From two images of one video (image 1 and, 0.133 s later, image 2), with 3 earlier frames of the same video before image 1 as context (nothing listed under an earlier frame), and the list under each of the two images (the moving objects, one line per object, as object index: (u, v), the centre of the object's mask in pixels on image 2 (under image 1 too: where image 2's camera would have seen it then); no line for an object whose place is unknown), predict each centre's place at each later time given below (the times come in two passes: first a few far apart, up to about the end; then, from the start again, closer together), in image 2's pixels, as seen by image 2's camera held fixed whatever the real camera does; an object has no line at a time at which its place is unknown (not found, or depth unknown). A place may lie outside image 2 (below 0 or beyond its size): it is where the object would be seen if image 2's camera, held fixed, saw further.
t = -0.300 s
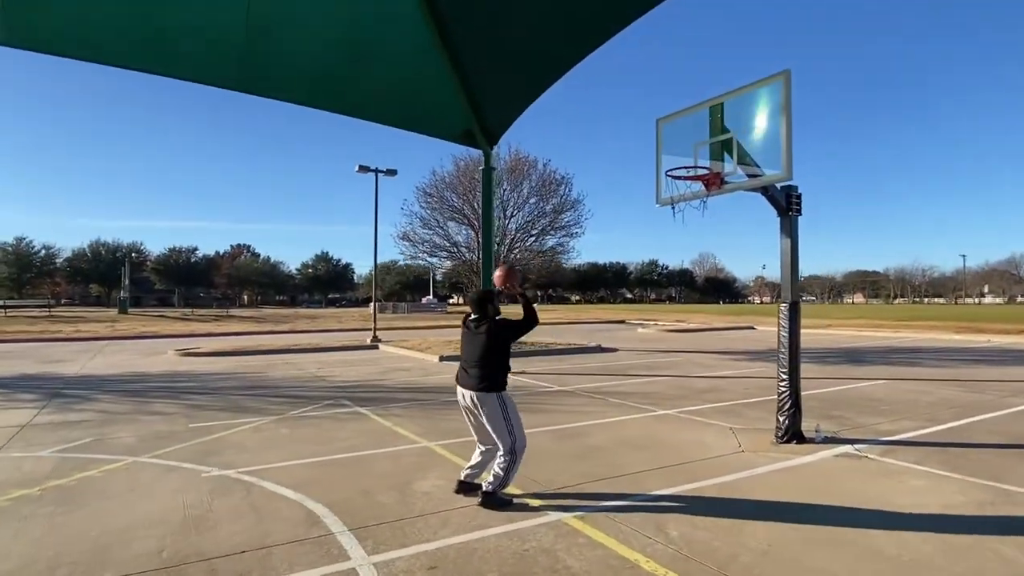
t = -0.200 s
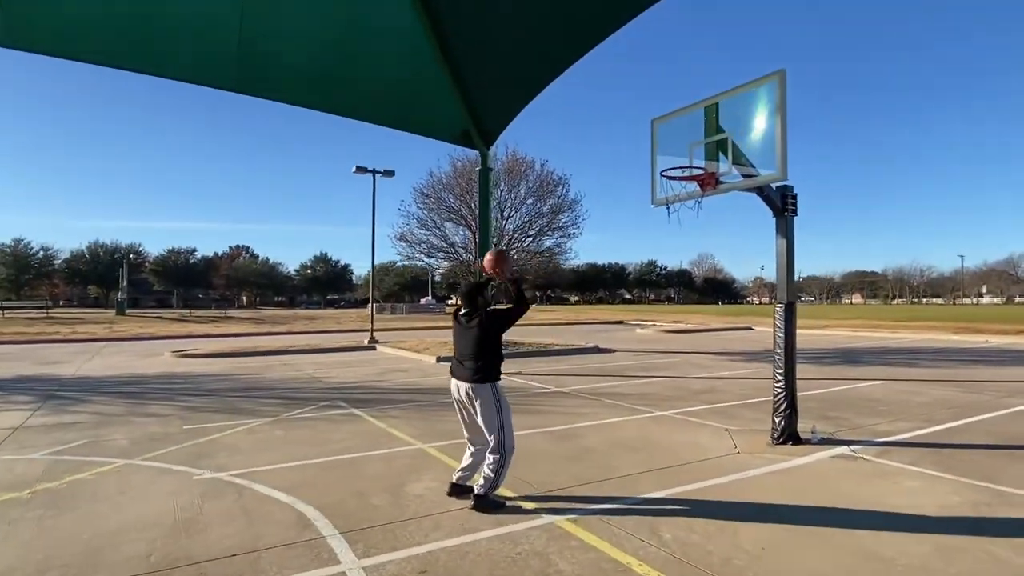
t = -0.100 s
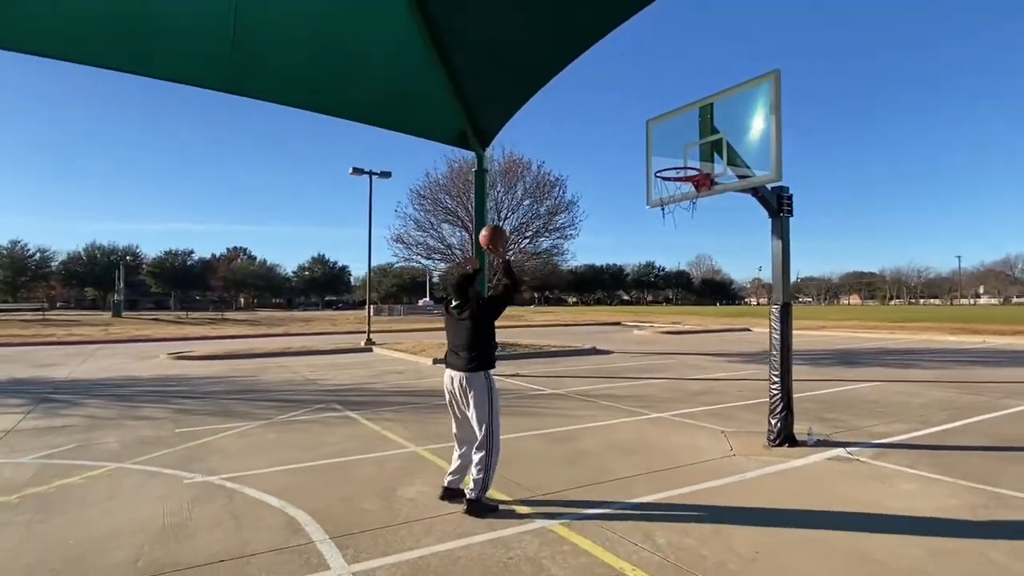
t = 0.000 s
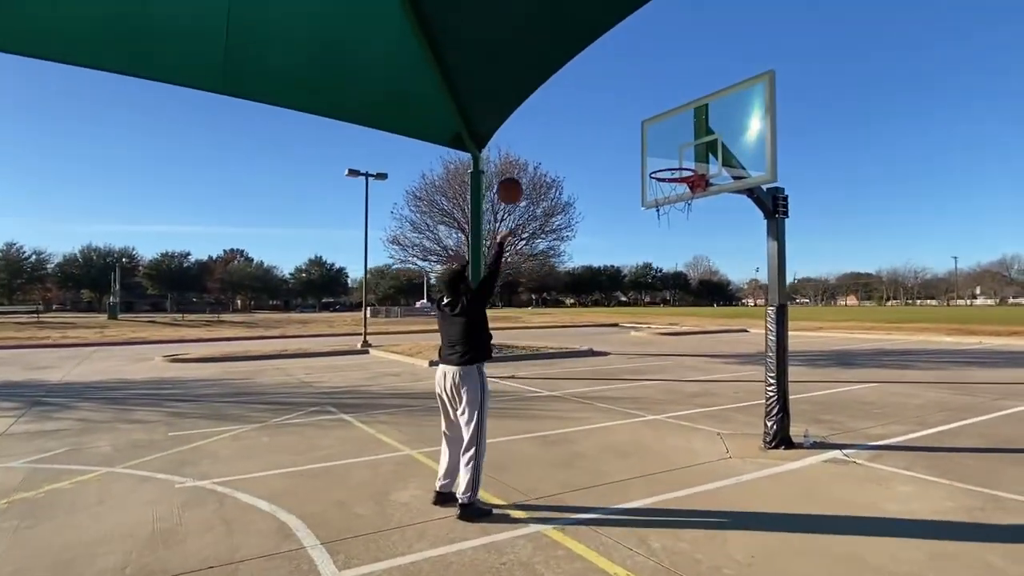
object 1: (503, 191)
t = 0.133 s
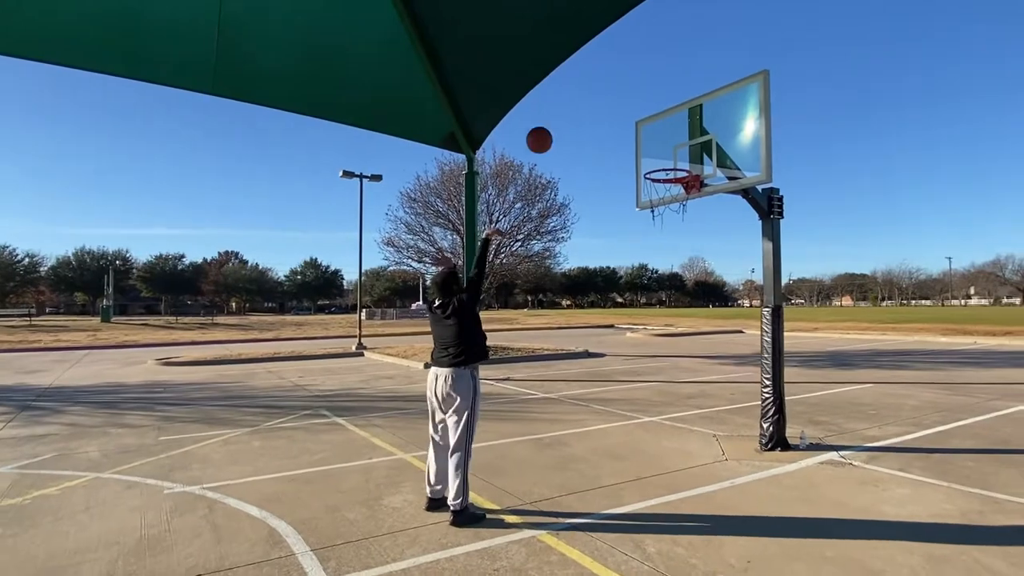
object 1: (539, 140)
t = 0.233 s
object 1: (564, 116)
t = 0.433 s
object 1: (612, 102)
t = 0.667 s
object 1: (664, 133)
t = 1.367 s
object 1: (661, 194)
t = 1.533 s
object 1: (660, 250)
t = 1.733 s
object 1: (659, 353)
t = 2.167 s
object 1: (675, 365)
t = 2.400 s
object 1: (690, 332)
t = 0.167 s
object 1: (548, 130)
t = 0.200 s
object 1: (556, 123)
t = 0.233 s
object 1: (564, 116)
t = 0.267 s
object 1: (573, 110)
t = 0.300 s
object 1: (581, 106)
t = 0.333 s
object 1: (589, 103)
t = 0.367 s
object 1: (597, 101)
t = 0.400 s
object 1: (605, 101)
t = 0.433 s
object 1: (612, 102)
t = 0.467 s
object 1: (620, 103)
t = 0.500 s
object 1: (627, 105)
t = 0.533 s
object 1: (635, 109)
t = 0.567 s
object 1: (642, 113)
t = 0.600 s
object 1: (649, 119)
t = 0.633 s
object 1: (656, 125)
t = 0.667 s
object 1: (664, 133)
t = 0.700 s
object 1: (670, 141)
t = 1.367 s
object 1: (661, 194)
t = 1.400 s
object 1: (660, 204)
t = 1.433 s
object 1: (660, 214)
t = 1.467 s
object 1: (660, 225)
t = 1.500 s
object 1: (660, 237)
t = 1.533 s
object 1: (660, 250)
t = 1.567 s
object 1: (659, 263)
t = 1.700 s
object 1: (658, 333)
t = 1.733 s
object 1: (659, 353)
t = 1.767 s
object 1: (659, 374)
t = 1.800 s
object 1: (659, 397)
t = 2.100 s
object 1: (671, 384)
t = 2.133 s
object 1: (673, 374)
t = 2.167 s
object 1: (675, 365)
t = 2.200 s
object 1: (678, 357)
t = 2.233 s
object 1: (680, 350)
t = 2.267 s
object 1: (683, 344)
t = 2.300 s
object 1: (684, 339)
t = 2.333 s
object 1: (686, 336)
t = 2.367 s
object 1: (688, 333)
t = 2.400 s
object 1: (690, 332)
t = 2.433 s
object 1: (693, 331)
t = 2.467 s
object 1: (695, 332)
